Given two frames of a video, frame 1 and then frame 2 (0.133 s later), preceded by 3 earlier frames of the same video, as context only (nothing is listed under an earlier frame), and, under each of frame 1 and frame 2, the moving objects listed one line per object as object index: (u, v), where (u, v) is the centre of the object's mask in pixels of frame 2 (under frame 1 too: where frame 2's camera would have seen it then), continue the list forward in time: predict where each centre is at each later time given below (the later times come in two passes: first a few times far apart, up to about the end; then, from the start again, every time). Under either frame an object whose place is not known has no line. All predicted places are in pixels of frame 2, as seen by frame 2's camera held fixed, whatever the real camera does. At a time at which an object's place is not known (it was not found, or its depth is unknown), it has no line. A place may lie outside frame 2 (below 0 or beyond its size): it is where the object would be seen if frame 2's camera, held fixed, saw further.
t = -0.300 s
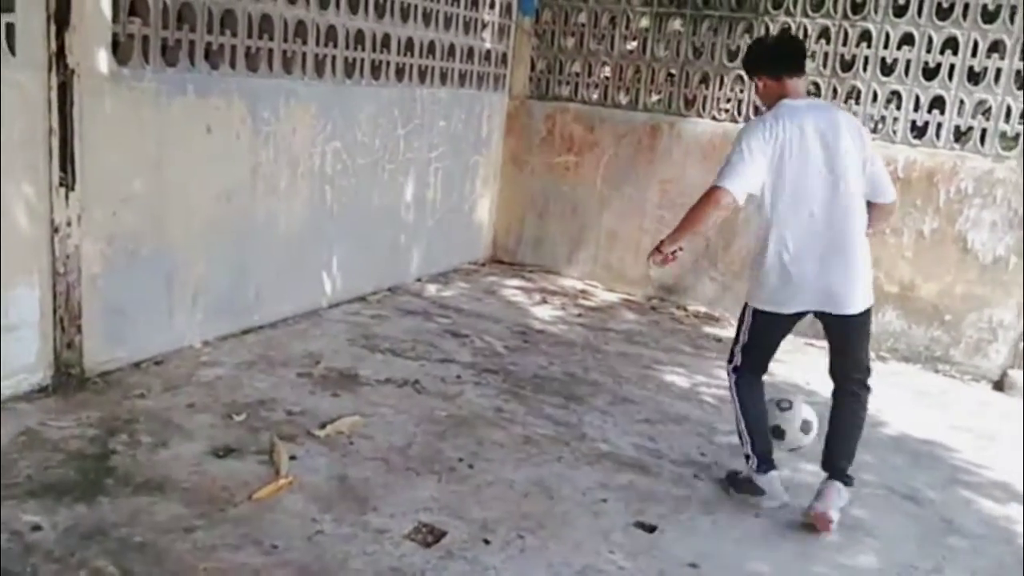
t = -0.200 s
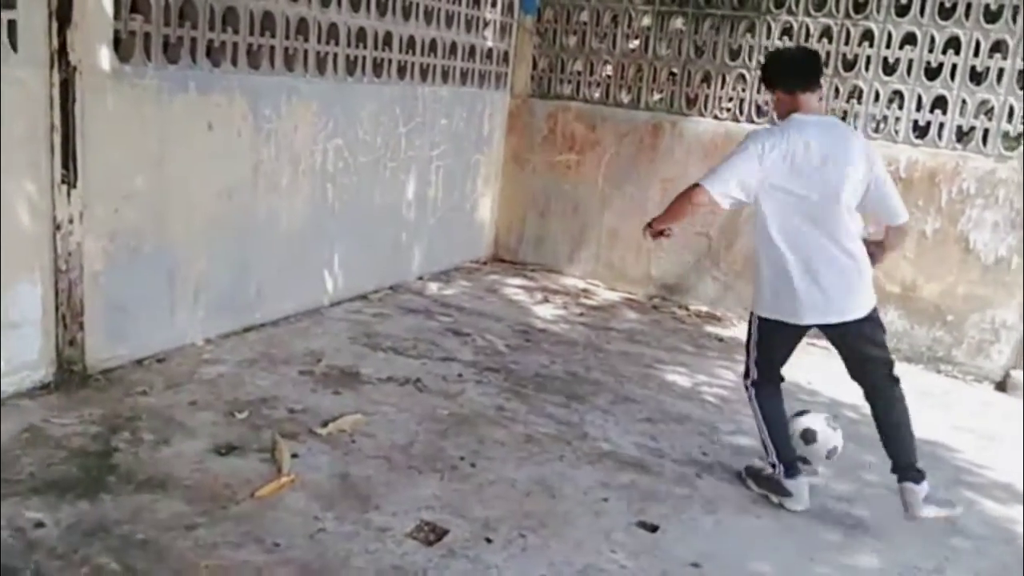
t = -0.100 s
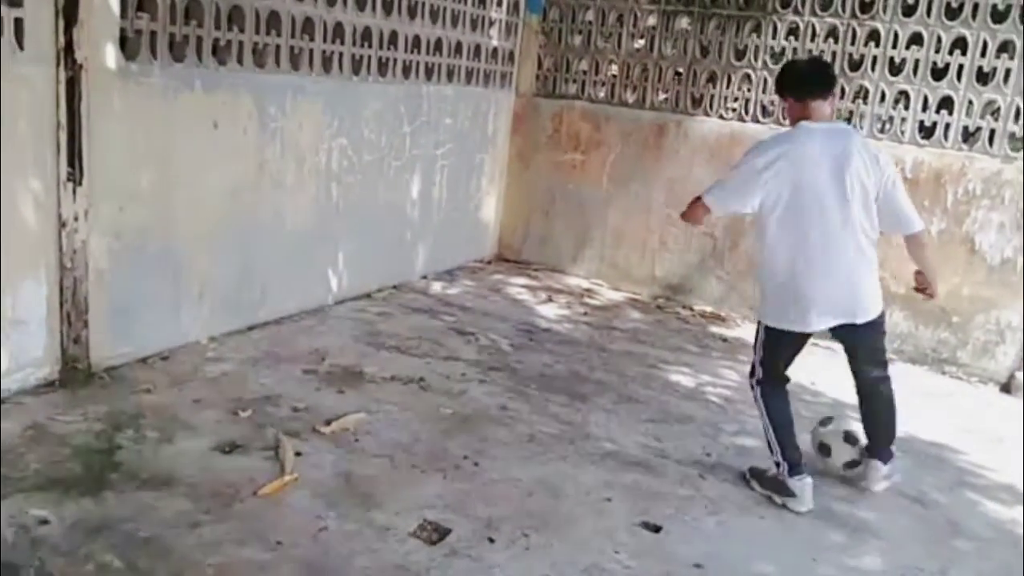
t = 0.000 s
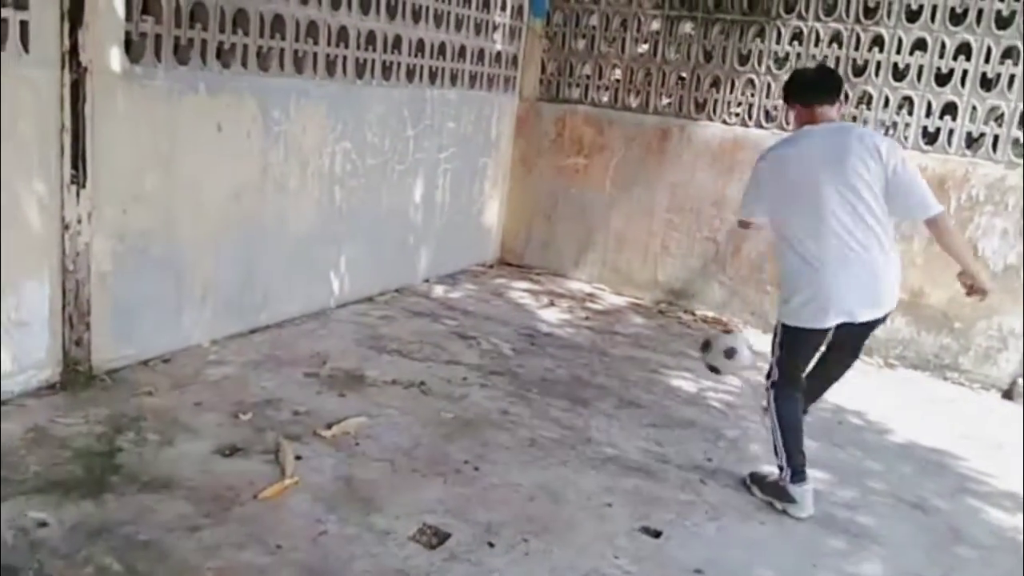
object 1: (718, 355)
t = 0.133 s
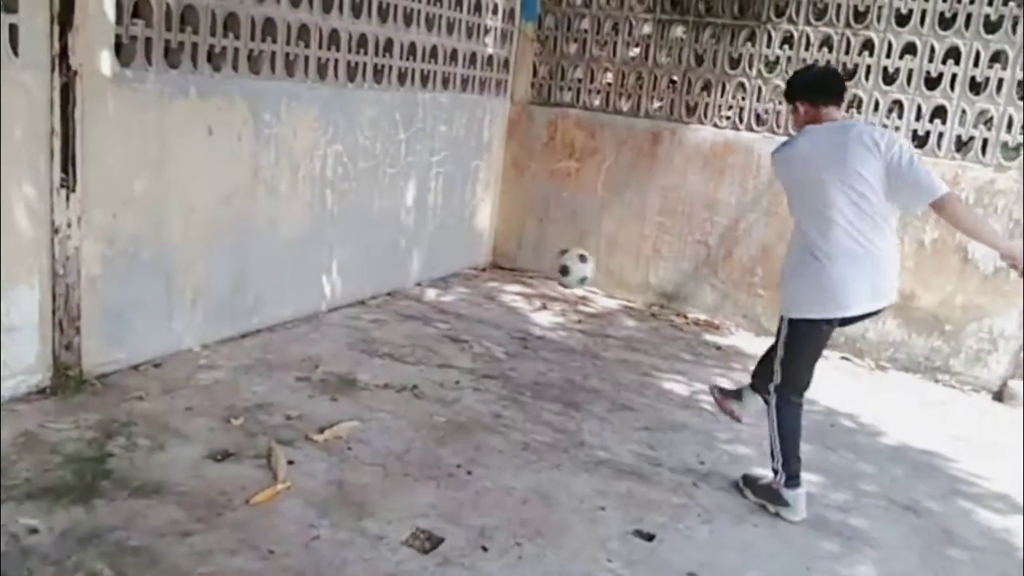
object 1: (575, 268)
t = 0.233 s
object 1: (485, 237)
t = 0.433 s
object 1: (475, 260)
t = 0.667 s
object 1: (591, 286)
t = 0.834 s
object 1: (665, 308)
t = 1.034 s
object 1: (756, 336)
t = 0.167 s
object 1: (544, 255)
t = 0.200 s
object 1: (513, 247)
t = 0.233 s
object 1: (485, 237)
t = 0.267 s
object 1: (460, 233)
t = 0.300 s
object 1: (435, 229)
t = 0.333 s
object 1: (412, 230)
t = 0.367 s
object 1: (434, 236)
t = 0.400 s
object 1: (455, 247)
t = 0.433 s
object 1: (475, 260)
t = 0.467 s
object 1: (496, 273)
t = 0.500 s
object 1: (517, 291)
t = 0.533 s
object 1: (534, 302)
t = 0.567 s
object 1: (549, 296)
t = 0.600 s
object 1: (563, 290)
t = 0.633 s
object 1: (577, 286)
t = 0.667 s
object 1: (591, 286)
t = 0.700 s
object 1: (607, 287)
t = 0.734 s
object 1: (622, 290)
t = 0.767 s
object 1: (636, 294)
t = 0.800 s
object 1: (651, 299)
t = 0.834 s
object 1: (665, 308)
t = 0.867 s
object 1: (678, 318)
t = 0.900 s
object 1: (692, 329)
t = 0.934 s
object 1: (708, 342)
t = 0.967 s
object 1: (723, 339)
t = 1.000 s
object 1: (740, 336)
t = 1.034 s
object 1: (756, 336)
